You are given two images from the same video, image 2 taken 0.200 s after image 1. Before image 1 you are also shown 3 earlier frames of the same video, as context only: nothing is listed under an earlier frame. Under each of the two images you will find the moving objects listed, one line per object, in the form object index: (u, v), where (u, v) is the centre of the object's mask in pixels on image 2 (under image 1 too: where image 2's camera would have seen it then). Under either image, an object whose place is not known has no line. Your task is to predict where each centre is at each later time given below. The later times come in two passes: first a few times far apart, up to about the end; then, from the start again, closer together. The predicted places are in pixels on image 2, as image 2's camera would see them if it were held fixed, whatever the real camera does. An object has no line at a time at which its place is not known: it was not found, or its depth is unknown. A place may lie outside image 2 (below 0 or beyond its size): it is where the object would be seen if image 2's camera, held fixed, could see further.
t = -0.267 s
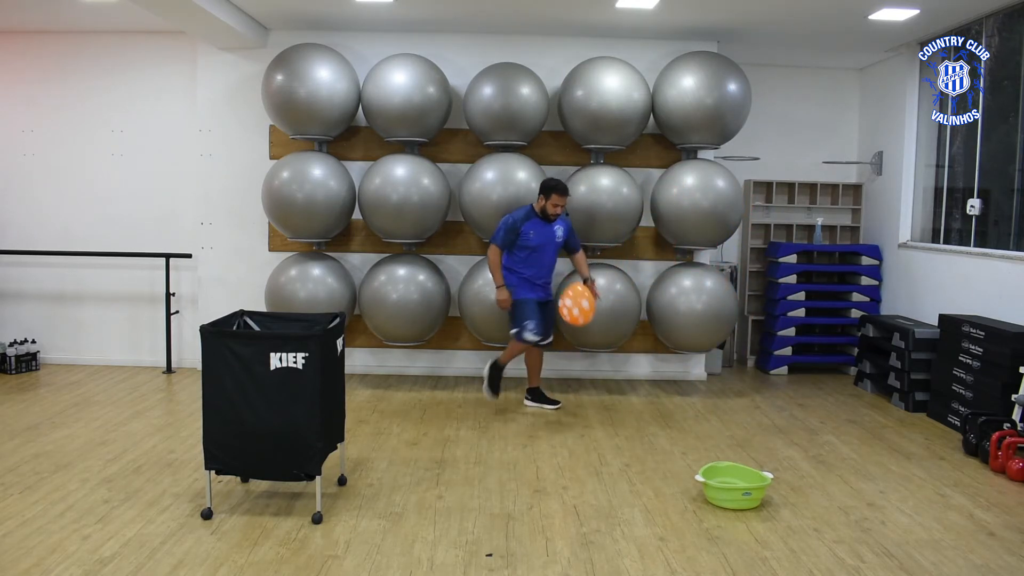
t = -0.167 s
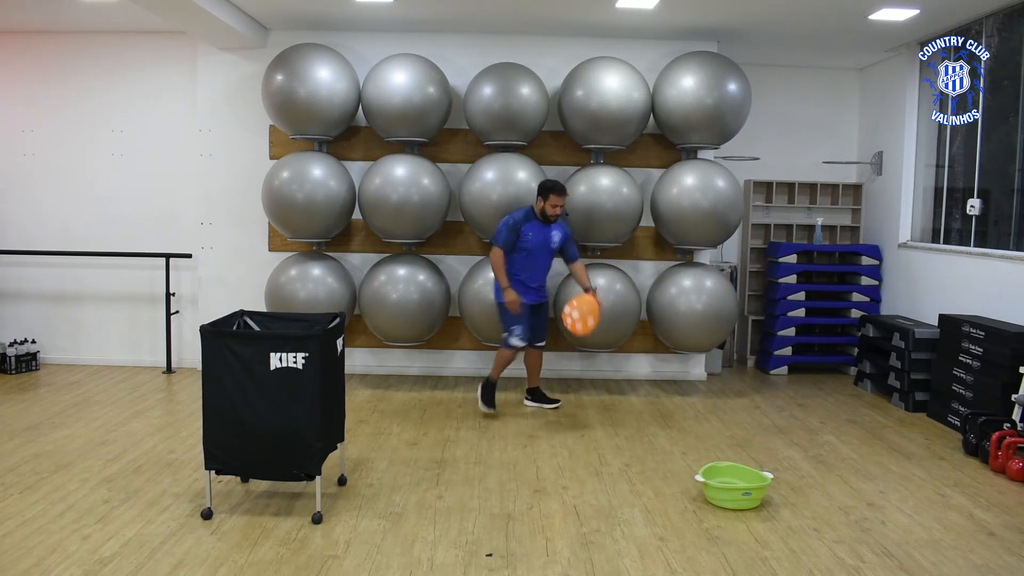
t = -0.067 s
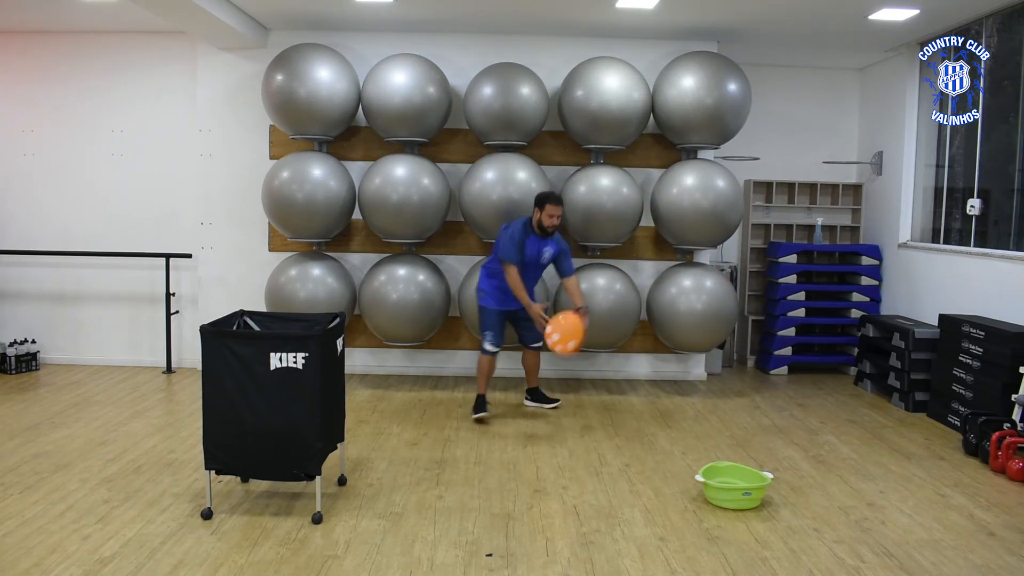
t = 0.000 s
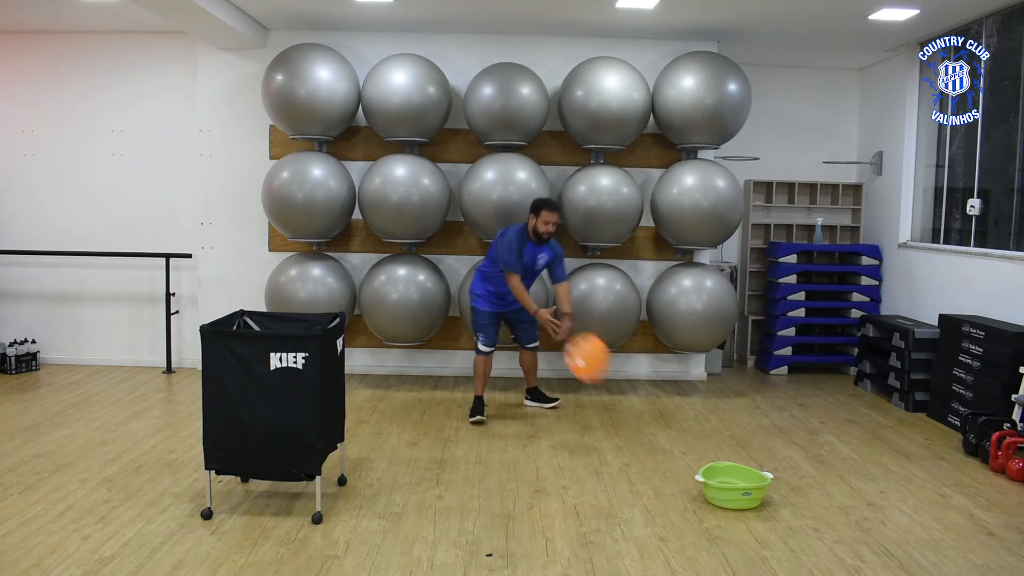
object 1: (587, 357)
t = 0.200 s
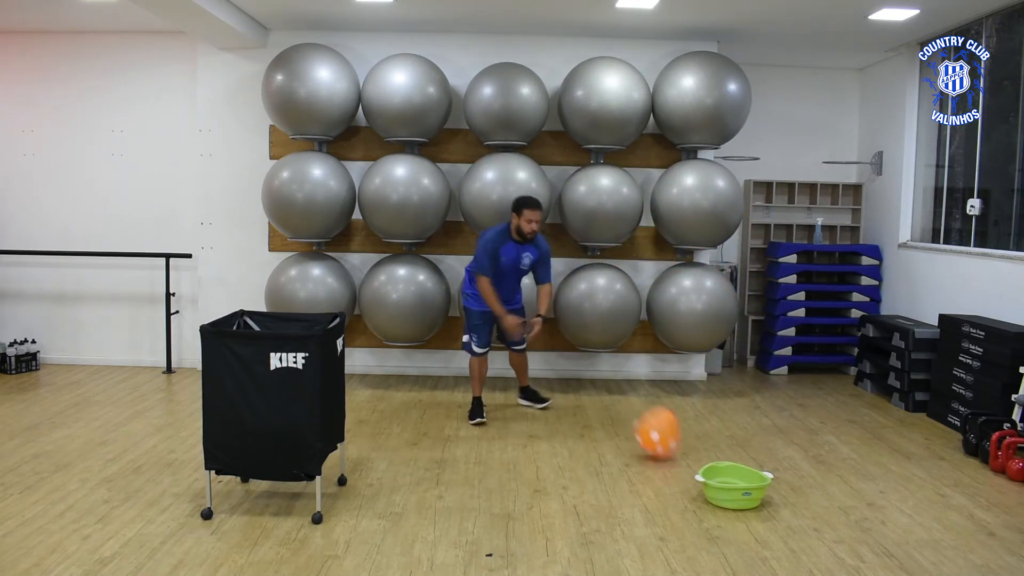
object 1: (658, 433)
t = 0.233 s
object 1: (667, 439)
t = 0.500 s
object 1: (712, 395)
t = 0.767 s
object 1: (735, 378)
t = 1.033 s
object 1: (756, 390)
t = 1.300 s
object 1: (771, 429)
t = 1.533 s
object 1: (770, 431)
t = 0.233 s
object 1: (667, 439)
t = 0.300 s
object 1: (684, 426)
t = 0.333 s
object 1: (691, 420)
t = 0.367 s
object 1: (696, 414)
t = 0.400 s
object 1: (701, 408)
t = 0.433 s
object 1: (705, 403)
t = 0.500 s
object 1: (712, 395)
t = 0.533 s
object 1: (715, 391)
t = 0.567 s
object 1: (718, 388)
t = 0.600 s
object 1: (721, 385)
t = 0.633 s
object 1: (724, 383)
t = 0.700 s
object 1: (730, 380)
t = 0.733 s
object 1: (732, 379)
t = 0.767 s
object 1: (735, 378)
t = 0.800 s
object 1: (738, 378)
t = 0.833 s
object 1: (740, 378)
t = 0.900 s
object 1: (746, 381)
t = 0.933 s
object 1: (748, 382)
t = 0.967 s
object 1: (751, 385)
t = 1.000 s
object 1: (753, 387)
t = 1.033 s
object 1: (756, 390)
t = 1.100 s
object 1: (760, 398)
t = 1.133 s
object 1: (762, 402)
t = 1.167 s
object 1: (764, 407)
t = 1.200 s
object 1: (766, 412)
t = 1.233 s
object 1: (768, 417)
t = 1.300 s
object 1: (771, 429)
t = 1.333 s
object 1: (772, 435)
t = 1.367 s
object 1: (774, 443)
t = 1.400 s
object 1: (775, 449)
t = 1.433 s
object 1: (774, 448)
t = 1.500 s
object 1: (771, 436)
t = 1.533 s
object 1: (770, 431)
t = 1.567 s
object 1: (769, 426)
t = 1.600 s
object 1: (767, 423)
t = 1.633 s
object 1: (766, 419)
